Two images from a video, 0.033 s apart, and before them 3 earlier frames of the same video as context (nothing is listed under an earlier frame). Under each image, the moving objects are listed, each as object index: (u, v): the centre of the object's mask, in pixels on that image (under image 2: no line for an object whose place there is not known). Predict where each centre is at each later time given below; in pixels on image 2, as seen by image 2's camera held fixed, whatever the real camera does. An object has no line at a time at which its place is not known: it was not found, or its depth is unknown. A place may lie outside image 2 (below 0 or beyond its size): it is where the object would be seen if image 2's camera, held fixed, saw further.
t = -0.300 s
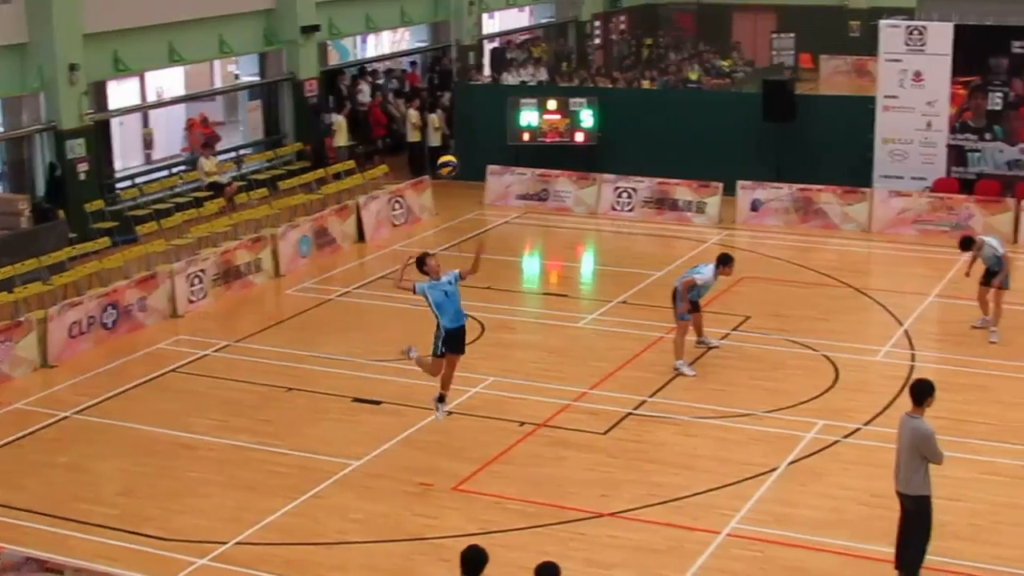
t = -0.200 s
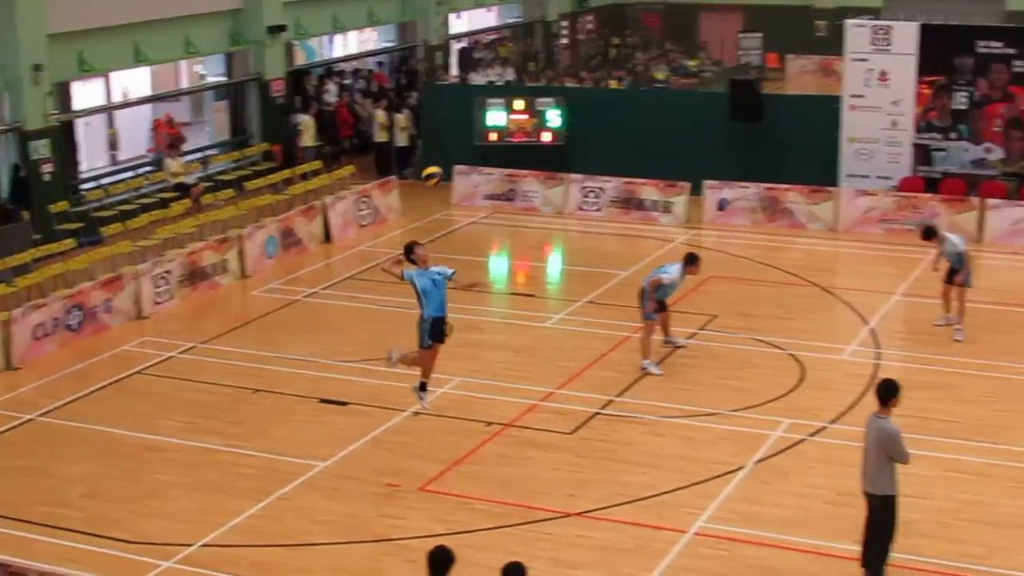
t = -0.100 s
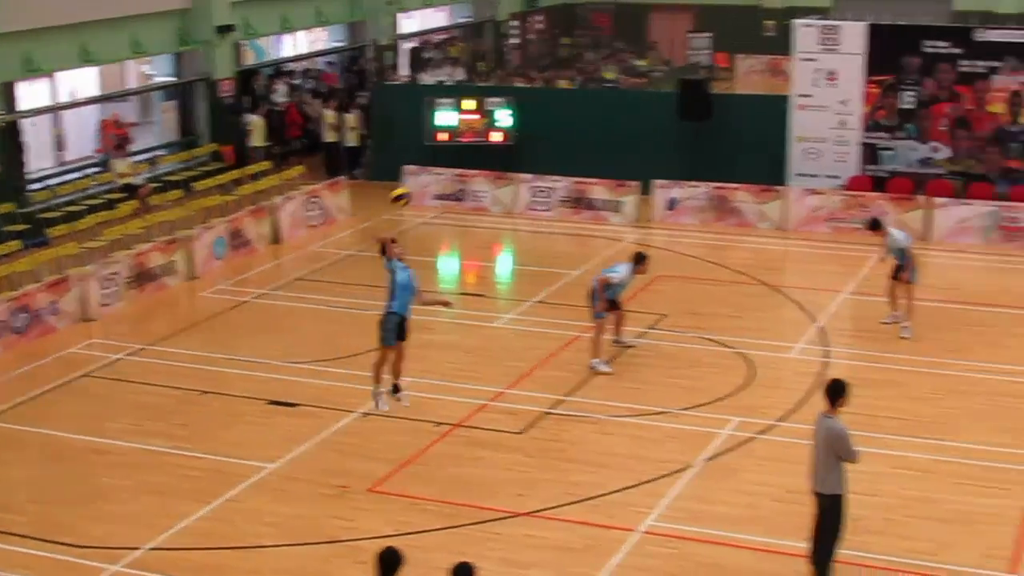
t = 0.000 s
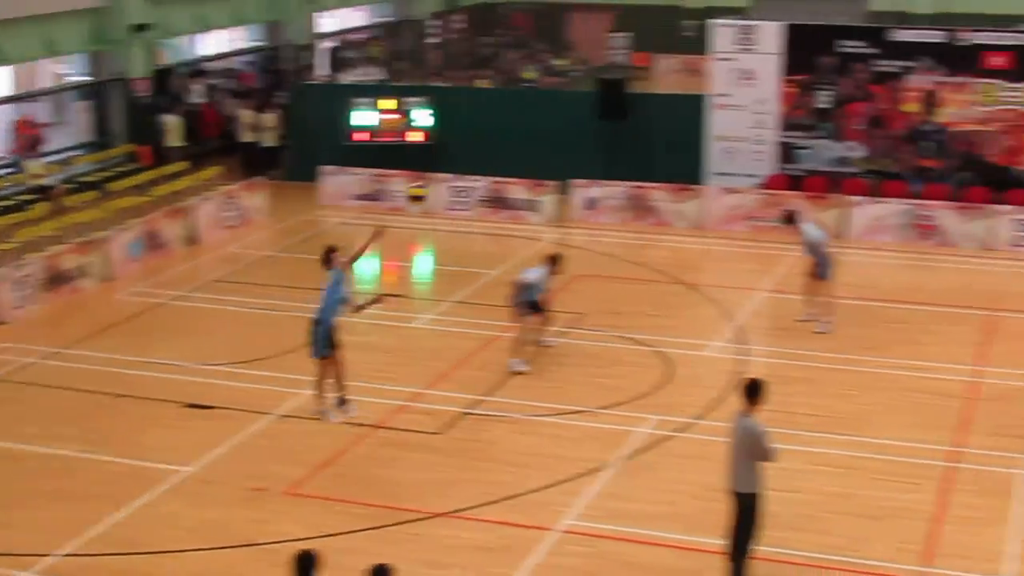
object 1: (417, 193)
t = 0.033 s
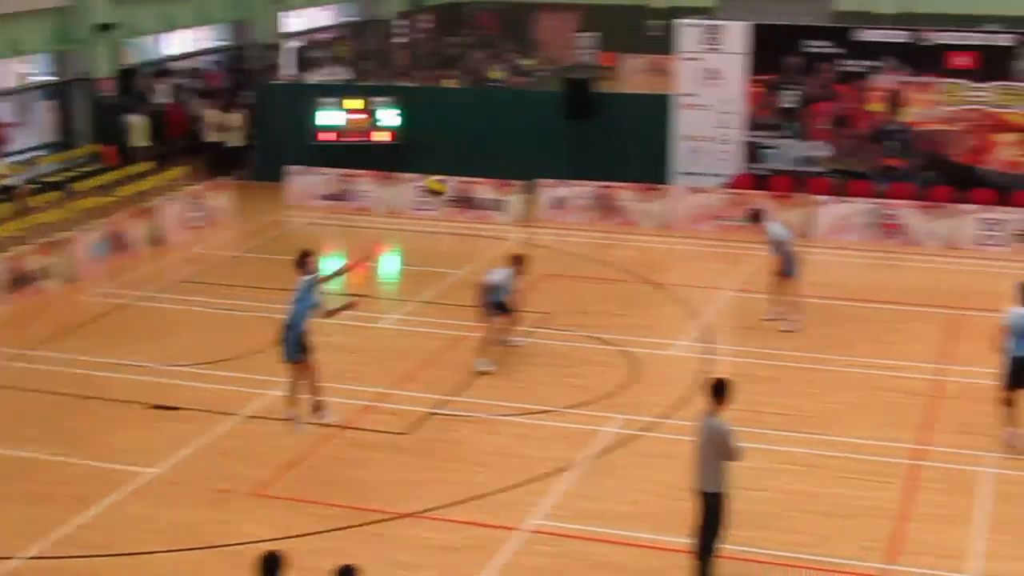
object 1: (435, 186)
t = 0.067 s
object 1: (487, 180)
